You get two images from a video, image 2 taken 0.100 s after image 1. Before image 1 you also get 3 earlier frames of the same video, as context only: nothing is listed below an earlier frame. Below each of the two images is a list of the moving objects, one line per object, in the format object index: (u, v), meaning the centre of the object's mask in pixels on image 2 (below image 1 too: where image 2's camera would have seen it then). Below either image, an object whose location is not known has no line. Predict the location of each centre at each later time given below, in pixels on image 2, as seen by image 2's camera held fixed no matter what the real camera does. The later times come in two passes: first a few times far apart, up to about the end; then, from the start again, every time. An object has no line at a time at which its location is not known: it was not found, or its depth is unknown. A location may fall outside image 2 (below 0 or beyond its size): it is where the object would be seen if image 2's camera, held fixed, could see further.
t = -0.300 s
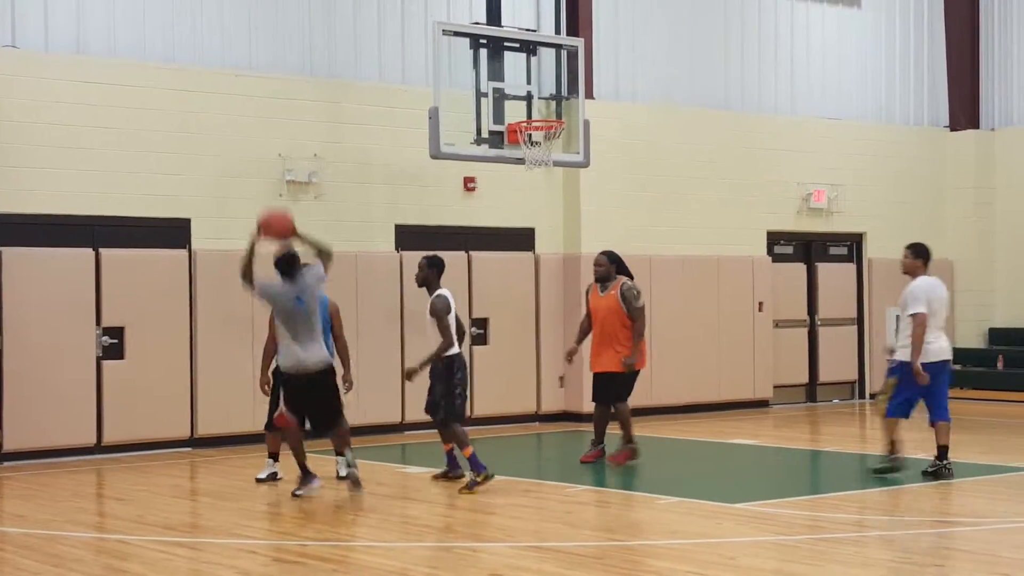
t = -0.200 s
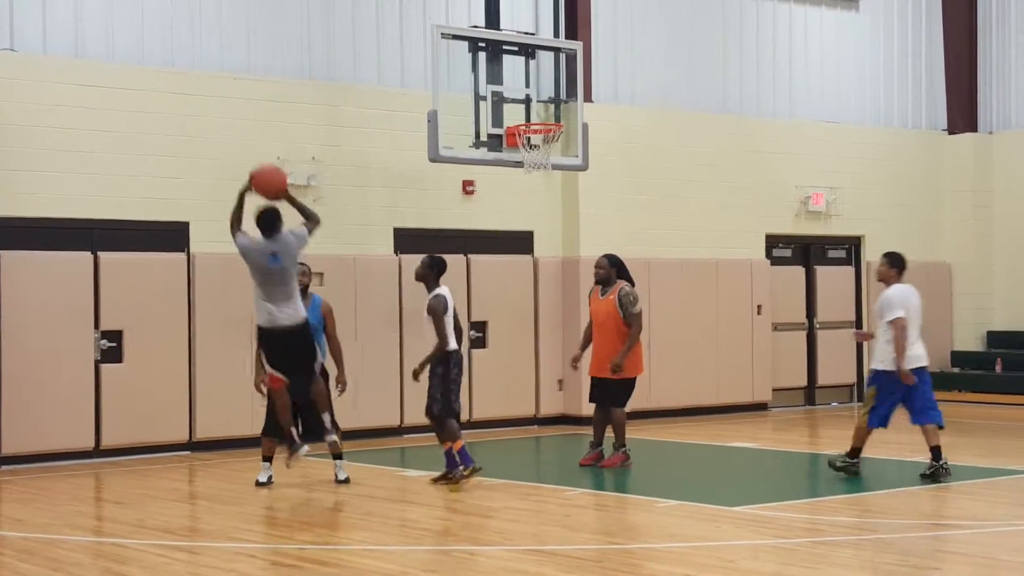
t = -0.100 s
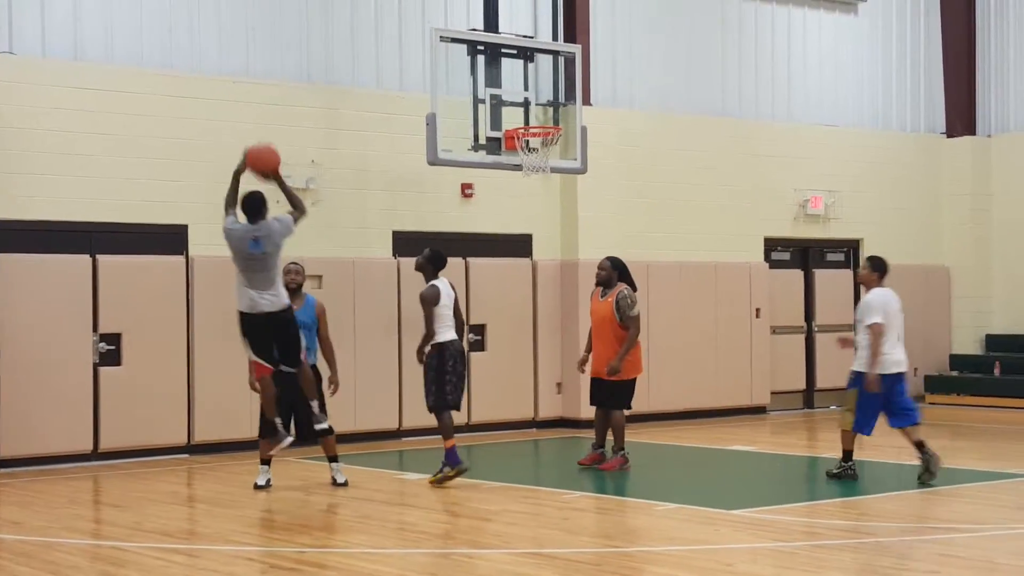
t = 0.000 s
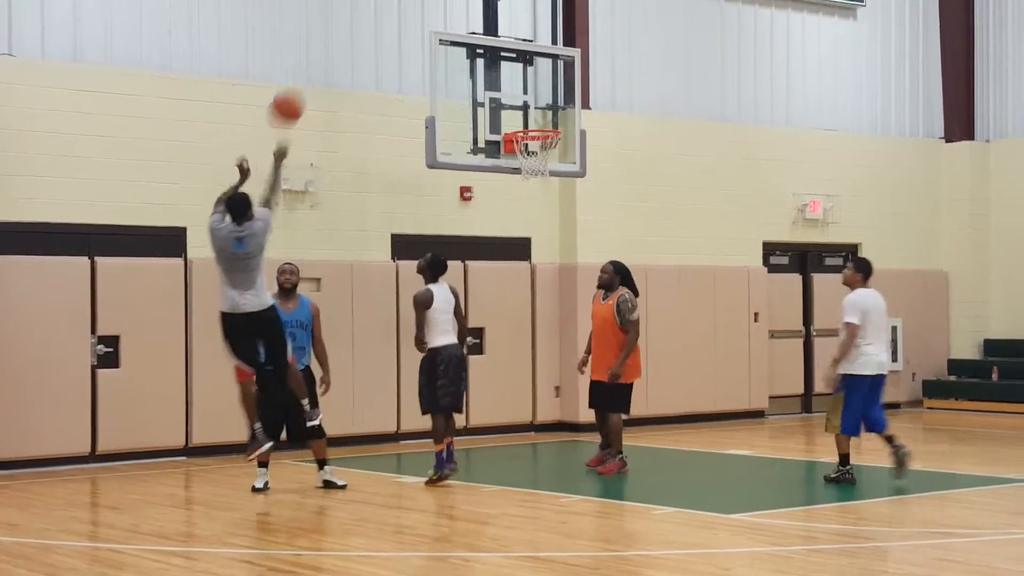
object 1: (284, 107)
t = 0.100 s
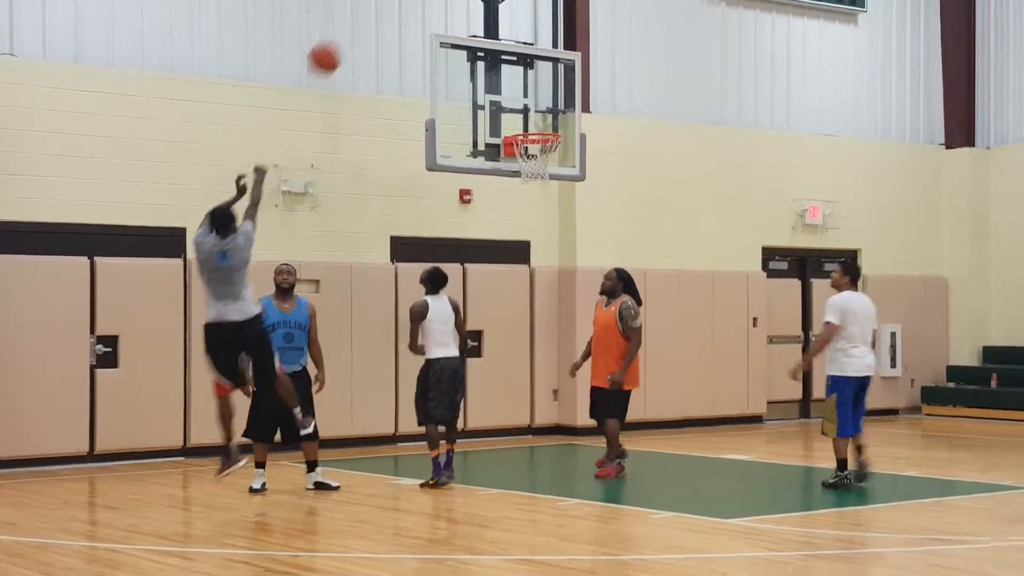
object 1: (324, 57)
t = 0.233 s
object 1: (370, 14)
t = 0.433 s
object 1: (431, 1)
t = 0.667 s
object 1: (494, 30)
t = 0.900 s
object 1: (550, 121)
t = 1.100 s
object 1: (547, 123)
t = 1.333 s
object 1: (577, 130)
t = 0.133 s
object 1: (337, 45)
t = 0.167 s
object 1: (348, 33)
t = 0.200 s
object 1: (358, 23)
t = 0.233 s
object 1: (370, 14)
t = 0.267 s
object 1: (380, 9)
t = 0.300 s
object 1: (391, 5)
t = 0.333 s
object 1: (401, 3)
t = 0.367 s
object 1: (412, 2)
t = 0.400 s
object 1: (421, 1)
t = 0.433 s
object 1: (431, 1)
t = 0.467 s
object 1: (440, 2)
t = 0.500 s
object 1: (450, 3)
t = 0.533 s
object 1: (459, 5)
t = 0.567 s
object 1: (468, 9)
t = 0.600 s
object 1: (478, 15)
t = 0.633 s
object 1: (487, 23)
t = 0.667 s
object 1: (494, 30)
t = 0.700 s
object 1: (503, 40)
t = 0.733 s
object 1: (512, 53)
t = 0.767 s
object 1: (519, 64)
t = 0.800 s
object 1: (528, 76)
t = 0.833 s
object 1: (535, 90)
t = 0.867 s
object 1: (542, 104)
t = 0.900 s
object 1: (550, 121)
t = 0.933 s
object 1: (551, 123)
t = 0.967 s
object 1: (551, 123)
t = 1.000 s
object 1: (550, 123)
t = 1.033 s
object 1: (548, 123)
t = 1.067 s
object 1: (548, 123)
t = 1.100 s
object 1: (547, 123)
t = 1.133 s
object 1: (548, 123)
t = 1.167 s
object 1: (553, 122)
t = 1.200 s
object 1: (557, 122)
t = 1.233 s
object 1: (562, 122)
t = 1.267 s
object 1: (566, 124)
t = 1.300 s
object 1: (572, 126)
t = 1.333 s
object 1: (577, 130)
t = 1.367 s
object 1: (582, 135)
